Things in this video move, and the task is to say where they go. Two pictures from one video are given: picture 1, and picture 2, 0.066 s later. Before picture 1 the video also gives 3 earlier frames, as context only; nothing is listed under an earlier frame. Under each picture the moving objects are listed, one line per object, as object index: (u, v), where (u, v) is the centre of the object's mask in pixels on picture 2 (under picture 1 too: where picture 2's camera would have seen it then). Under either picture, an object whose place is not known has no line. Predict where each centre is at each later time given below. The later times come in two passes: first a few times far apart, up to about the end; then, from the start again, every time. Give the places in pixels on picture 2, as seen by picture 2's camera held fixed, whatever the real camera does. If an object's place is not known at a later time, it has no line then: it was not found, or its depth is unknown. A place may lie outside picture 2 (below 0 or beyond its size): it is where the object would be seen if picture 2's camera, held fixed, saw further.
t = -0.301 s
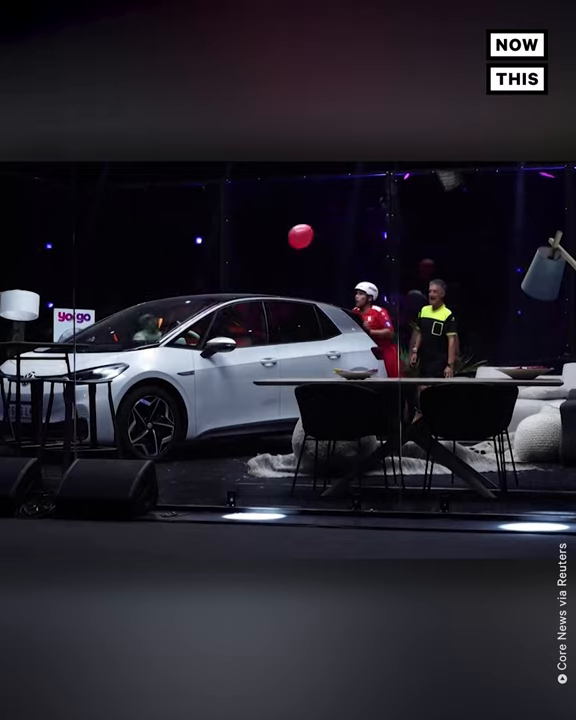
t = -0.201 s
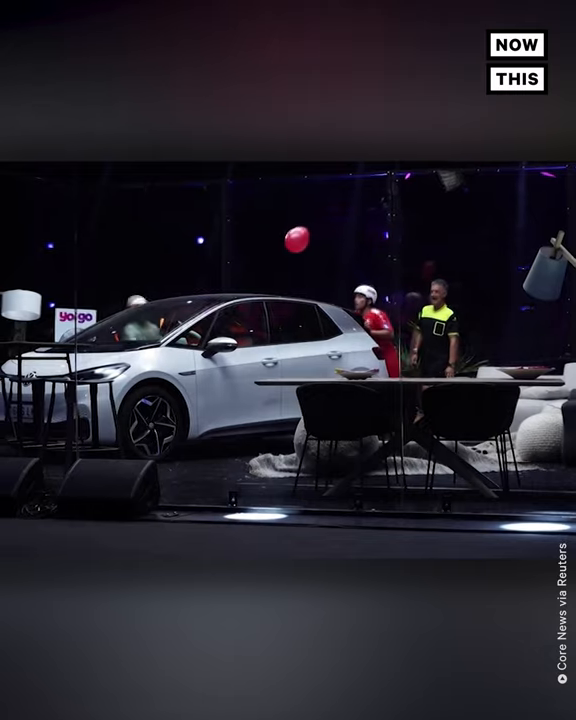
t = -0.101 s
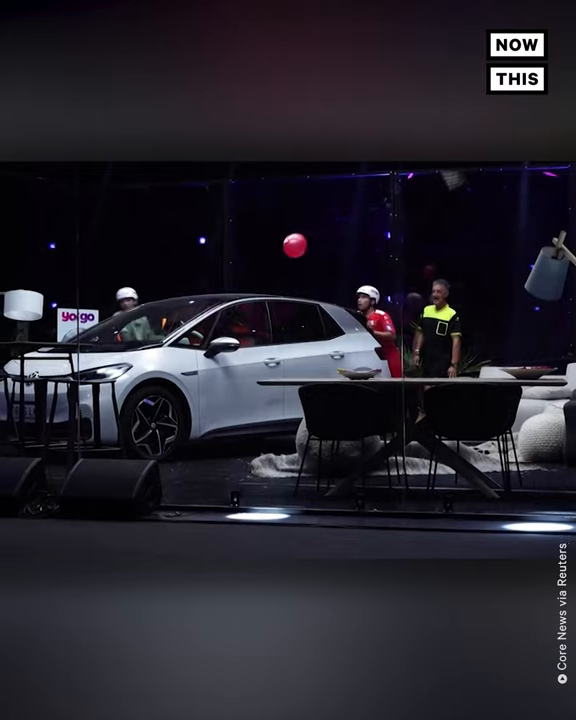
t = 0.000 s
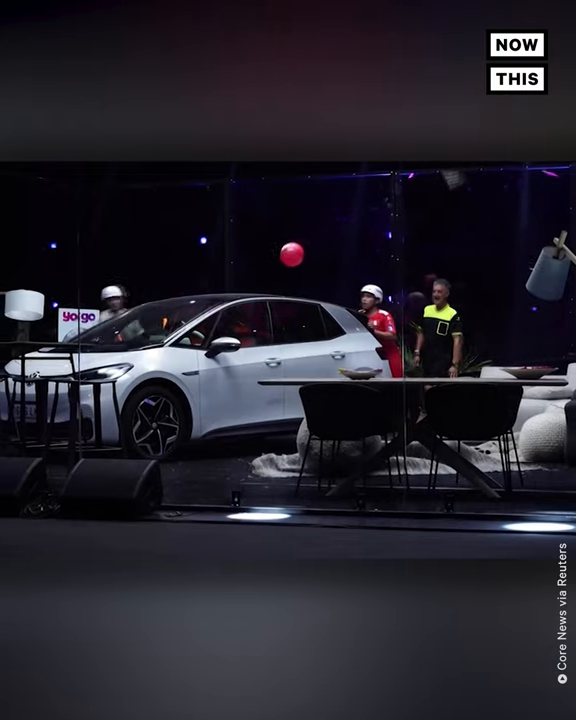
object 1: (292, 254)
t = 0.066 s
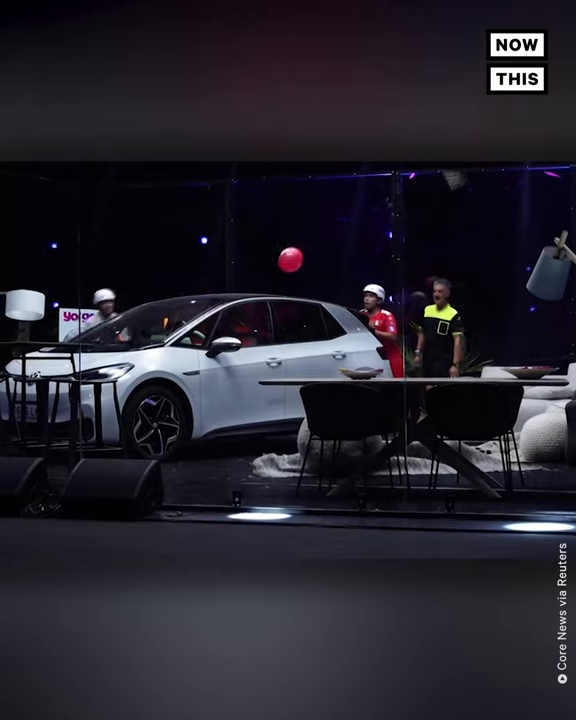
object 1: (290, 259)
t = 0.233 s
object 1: (284, 283)
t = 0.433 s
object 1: (279, 314)
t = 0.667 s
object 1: (276, 351)
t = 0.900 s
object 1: (274, 391)
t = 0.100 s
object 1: (289, 263)
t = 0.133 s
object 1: (288, 268)
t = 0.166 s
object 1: (286, 274)
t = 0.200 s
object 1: (285, 279)
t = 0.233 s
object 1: (284, 283)
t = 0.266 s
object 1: (283, 287)
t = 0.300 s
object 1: (282, 292)
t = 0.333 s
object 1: (281, 298)
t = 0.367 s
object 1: (280, 304)
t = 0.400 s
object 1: (280, 309)
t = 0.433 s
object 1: (279, 314)
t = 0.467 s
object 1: (279, 320)
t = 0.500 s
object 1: (279, 326)
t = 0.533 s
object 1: (279, 331)
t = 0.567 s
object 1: (278, 334)
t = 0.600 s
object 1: (278, 339)
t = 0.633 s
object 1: (277, 345)
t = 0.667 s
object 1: (276, 351)
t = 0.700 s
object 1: (276, 357)
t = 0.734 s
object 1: (275, 362)
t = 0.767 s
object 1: (275, 365)
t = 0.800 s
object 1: (274, 368)
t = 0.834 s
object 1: (273, 371)
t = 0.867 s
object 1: (273, 379)
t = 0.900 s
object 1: (274, 391)
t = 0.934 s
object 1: (273, 396)
